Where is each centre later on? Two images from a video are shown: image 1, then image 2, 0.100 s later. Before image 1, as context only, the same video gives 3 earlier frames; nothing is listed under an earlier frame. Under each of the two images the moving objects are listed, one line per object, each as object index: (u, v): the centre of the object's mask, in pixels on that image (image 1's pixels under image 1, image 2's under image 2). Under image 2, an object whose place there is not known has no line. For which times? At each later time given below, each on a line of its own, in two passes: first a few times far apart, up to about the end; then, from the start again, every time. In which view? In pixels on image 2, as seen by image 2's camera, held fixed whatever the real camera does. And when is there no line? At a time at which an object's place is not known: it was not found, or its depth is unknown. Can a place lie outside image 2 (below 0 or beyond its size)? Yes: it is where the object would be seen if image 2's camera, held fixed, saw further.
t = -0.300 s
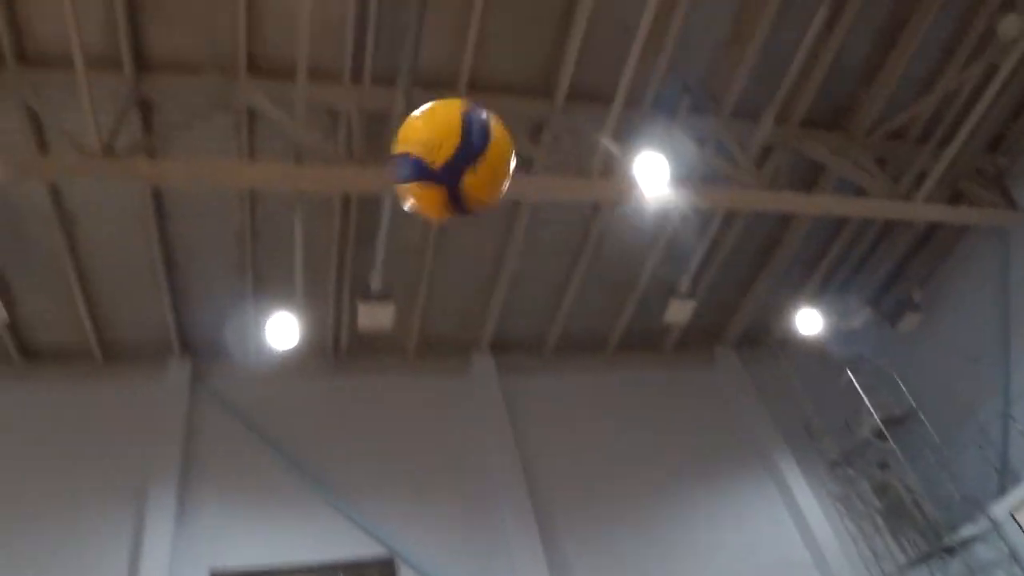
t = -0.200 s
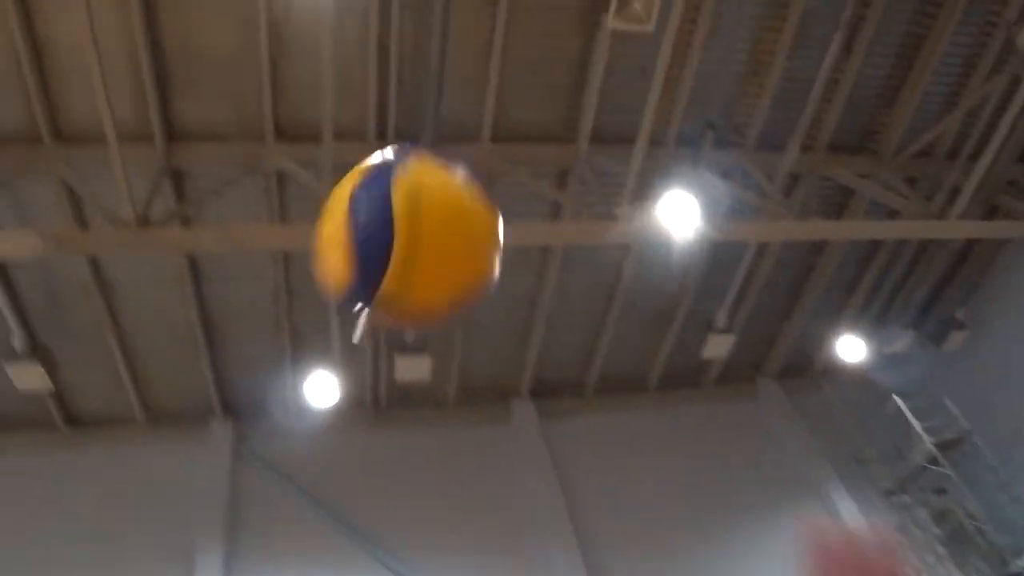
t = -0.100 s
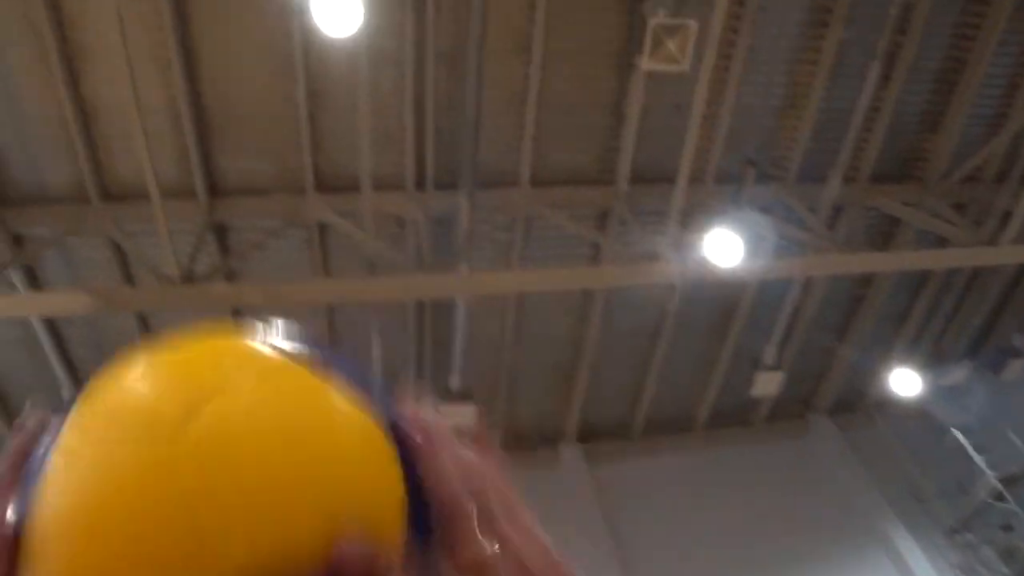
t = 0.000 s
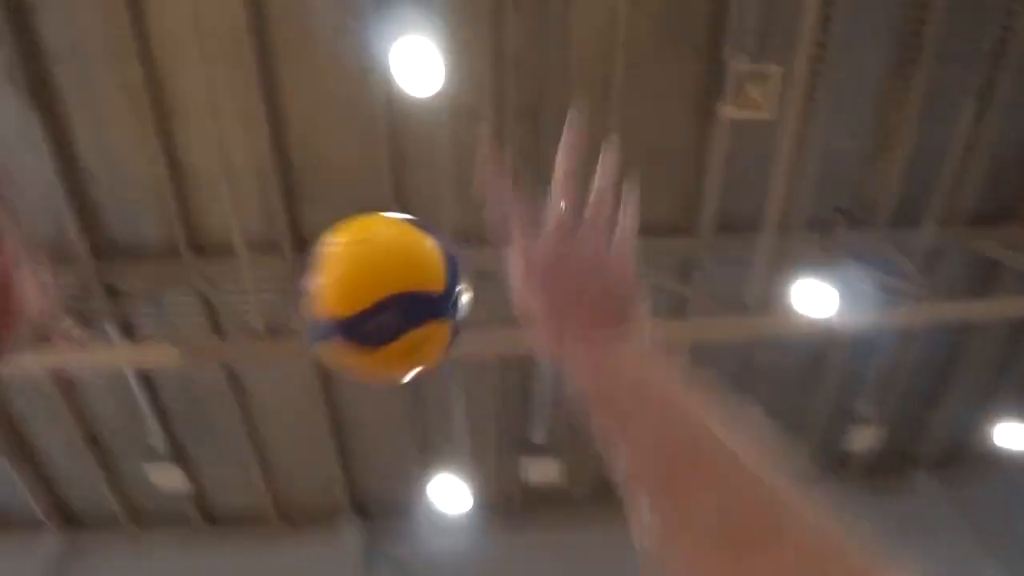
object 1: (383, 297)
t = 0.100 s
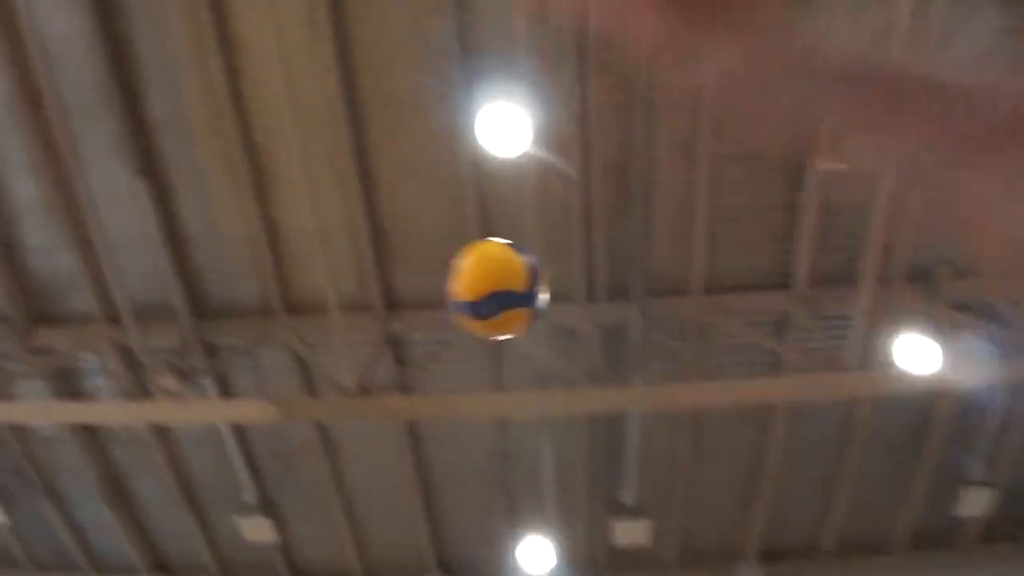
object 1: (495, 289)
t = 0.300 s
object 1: (514, 273)
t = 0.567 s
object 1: (518, 329)
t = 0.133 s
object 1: (500, 280)
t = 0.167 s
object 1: (503, 274)
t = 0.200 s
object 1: (507, 271)
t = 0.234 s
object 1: (510, 269)
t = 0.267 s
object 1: (513, 271)
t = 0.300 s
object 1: (514, 273)
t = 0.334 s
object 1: (516, 277)
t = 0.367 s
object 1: (517, 282)
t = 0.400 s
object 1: (518, 288)
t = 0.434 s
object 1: (518, 294)
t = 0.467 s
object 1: (519, 300)
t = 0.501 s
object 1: (519, 308)
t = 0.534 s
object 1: (519, 318)
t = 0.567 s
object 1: (518, 329)
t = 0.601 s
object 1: (517, 340)
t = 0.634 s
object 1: (516, 351)
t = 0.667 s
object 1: (516, 363)
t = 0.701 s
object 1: (515, 376)
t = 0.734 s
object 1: (513, 389)
